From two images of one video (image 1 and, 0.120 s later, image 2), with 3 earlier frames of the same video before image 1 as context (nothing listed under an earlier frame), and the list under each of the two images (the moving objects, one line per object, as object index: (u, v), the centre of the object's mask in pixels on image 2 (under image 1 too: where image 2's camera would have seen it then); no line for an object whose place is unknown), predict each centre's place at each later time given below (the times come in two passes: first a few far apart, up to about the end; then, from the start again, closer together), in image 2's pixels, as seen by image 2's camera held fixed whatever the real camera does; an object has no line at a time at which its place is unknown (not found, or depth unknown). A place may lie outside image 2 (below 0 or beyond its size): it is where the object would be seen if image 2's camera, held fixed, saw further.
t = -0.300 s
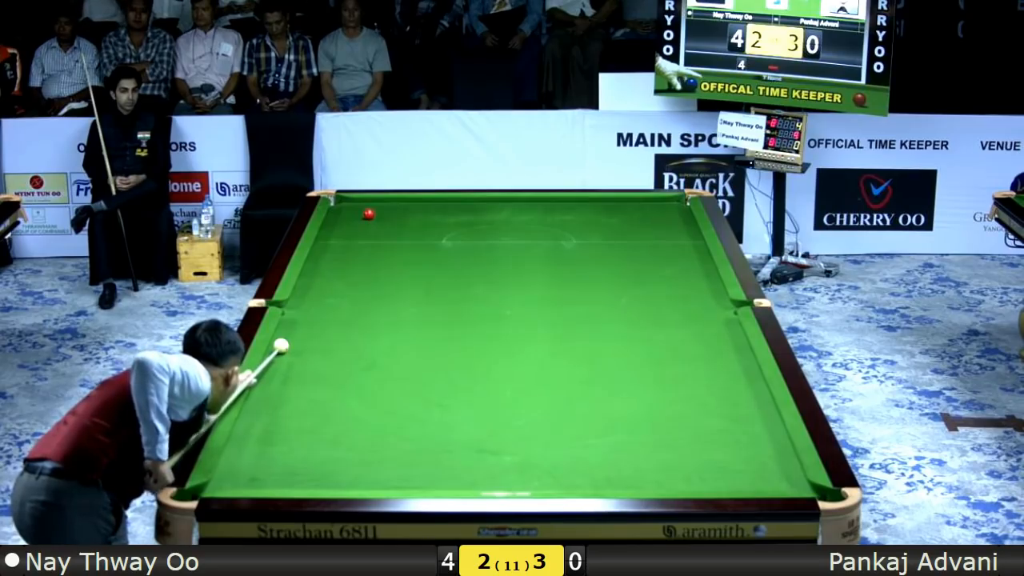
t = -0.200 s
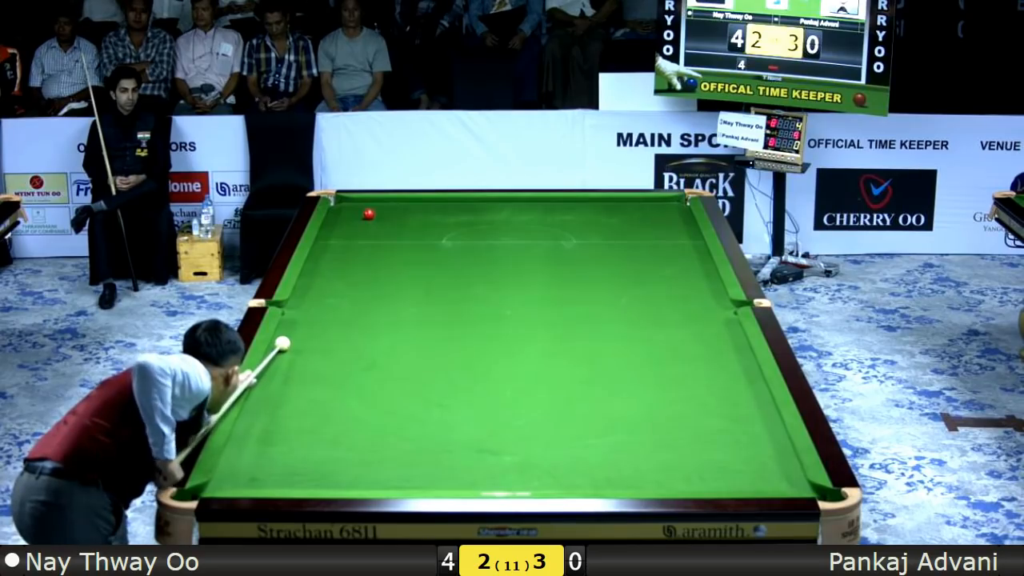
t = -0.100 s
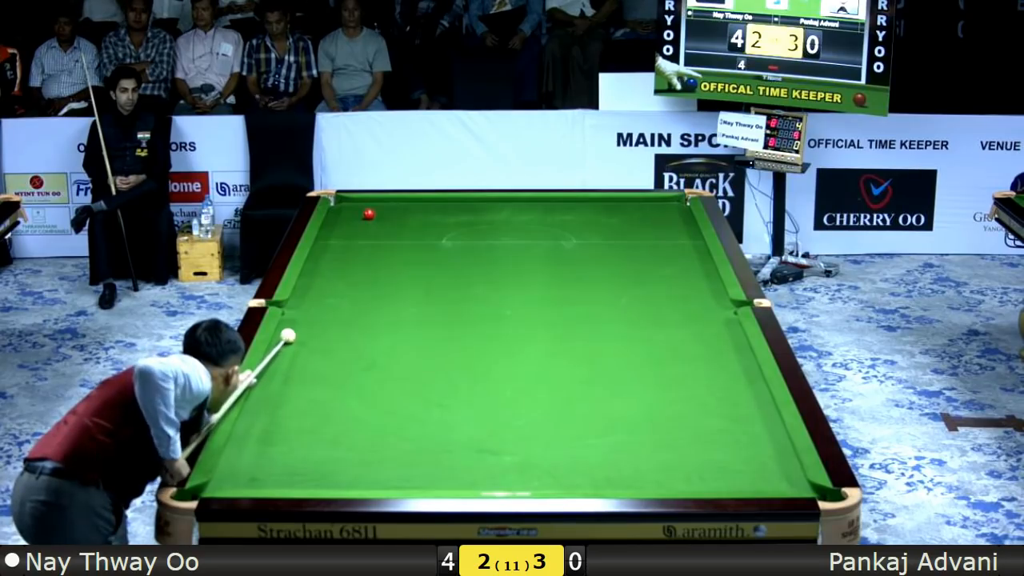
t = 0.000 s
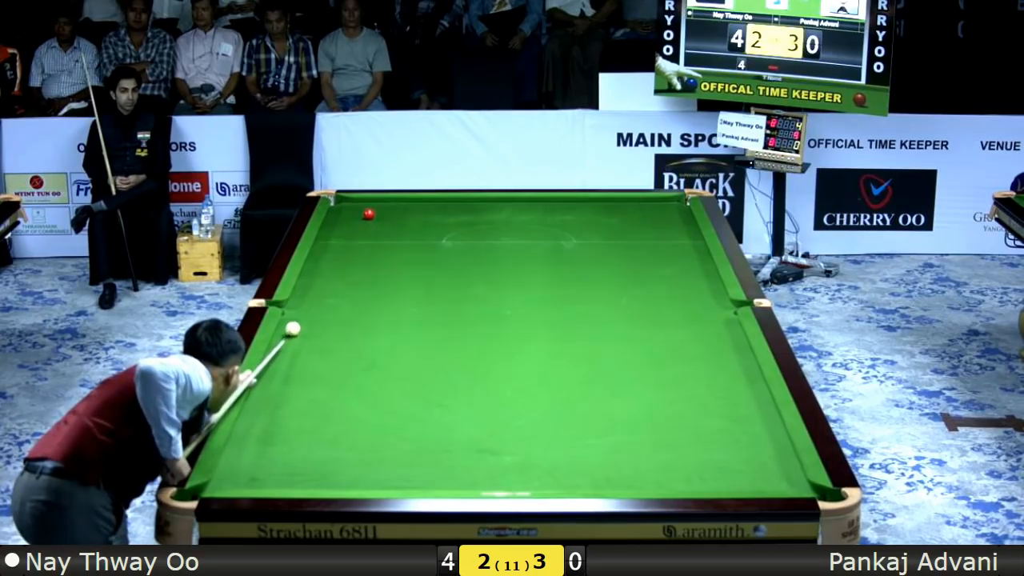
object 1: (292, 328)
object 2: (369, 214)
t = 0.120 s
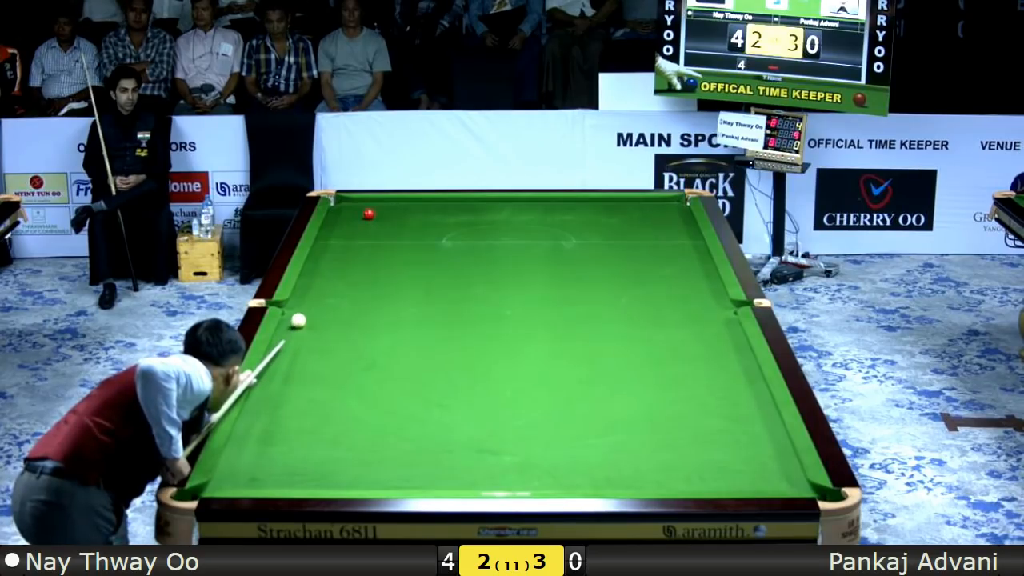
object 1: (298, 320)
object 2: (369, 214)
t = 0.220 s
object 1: (303, 314)
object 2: (368, 214)
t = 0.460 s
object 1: (313, 299)
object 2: (368, 214)
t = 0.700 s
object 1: (323, 285)
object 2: (368, 214)
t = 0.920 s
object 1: (331, 274)
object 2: (368, 214)
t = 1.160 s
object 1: (339, 263)
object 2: (368, 214)
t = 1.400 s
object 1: (347, 252)
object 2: (368, 214)
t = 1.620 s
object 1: (354, 243)
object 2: (368, 214)
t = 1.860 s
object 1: (361, 233)
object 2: (368, 214)
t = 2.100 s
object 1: (368, 225)
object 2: (369, 213)
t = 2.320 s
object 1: (374, 218)
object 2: (367, 213)
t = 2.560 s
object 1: (386, 212)
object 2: (364, 212)
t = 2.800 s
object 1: (399, 208)
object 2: (358, 210)
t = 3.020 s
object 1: (411, 203)
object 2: (353, 209)
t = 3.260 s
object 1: (423, 199)
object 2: (348, 207)
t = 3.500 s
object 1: (431, 200)
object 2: (344, 206)
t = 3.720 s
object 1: (437, 202)
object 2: (341, 204)
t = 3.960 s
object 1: (444, 204)
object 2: (338, 204)
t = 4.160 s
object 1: (449, 206)
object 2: (336, 203)
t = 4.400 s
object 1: (454, 207)
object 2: (337, 203)
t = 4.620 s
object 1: (459, 209)
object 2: (338, 203)
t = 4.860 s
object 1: (463, 210)
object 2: (339, 202)
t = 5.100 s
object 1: (466, 211)
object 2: (339, 202)
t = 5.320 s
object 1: (469, 212)
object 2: (339, 202)
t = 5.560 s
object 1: (471, 212)
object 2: (339, 202)
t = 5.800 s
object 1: (472, 212)
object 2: (339, 202)
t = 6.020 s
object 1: (472, 213)
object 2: (339, 202)
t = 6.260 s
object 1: (473, 213)
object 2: (339, 202)
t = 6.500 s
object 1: (473, 213)
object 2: (339, 202)
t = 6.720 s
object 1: (473, 213)
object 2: (339, 202)
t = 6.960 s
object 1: (473, 213)
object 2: (339, 202)
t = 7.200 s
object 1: (473, 213)
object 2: (339, 202)
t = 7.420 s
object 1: (473, 213)
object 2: (339, 202)
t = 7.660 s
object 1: (473, 213)
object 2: (339, 202)
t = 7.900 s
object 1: (473, 213)
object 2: (339, 202)
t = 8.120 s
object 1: (473, 213)
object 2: (339, 202)
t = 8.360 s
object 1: (473, 213)
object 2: (339, 202)
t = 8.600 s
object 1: (473, 213)
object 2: (339, 202)
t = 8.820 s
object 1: (473, 212)
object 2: (339, 202)
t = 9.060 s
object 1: (473, 213)
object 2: (339, 202)
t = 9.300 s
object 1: (473, 213)
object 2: (339, 202)
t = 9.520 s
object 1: (473, 213)
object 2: (339, 202)
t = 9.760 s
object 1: (473, 213)
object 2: (339, 202)
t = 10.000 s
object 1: (473, 213)
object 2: (339, 202)
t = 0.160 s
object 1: (300, 318)
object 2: (369, 214)
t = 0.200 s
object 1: (302, 315)
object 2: (368, 214)
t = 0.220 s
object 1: (303, 314)
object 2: (368, 214)
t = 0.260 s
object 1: (304, 311)
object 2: (368, 214)
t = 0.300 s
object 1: (306, 309)
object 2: (368, 214)
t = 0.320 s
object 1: (307, 307)
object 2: (368, 214)
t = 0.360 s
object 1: (309, 305)
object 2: (368, 214)
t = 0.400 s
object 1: (310, 302)
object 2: (368, 214)
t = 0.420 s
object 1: (311, 301)
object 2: (368, 214)
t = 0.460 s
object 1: (313, 299)
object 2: (368, 214)
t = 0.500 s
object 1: (315, 297)
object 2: (368, 214)
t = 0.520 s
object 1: (315, 296)
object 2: (368, 214)
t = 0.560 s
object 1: (317, 293)
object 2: (368, 214)
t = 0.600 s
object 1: (318, 291)
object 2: (368, 214)
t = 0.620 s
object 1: (319, 290)
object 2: (368, 214)
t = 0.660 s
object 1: (321, 288)
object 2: (368, 214)
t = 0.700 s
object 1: (323, 285)
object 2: (368, 214)
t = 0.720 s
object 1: (324, 284)
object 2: (368, 214)
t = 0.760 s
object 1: (325, 282)
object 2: (368, 214)
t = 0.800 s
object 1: (326, 280)
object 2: (368, 214)
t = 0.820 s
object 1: (327, 279)
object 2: (368, 214)
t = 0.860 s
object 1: (329, 277)
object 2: (368, 214)
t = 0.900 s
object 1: (330, 275)
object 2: (368, 214)
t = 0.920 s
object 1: (331, 274)
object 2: (368, 214)
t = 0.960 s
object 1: (332, 272)
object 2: (368, 214)
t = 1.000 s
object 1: (334, 270)
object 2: (368, 214)
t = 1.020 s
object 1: (334, 269)
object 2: (368, 214)
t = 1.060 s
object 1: (336, 267)
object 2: (368, 214)
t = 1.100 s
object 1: (337, 265)
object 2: (368, 214)
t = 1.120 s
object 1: (338, 265)
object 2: (368, 214)
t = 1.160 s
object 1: (339, 263)
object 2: (368, 214)
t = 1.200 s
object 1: (341, 261)
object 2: (368, 214)
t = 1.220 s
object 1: (341, 260)
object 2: (368, 214)
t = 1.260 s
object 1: (343, 258)
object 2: (368, 214)
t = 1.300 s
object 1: (344, 256)
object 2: (368, 214)
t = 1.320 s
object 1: (345, 255)
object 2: (368, 214)
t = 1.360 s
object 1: (346, 254)
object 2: (368, 214)
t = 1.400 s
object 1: (347, 252)
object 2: (368, 214)
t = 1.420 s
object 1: (348, 251)
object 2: (368, 214)
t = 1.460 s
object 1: (349, 249)
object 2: (368, 214)
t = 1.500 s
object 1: (350, 248)
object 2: (368, 214)
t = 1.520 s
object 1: (351, 247)
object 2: (368, 214)
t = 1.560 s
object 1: (352, 245)
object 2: (368, 214)
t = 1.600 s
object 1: (353, 244)
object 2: (368, 214)
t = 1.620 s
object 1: (354, 243)
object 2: (368, 214)
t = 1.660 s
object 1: (355, 241)
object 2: (368, 214)
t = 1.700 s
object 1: (356, 240)
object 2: (368, 214)
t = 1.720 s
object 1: (357, 239)
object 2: (369, 214)
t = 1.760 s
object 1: (358, 237)
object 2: (368, 214)
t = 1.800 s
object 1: (359, 236)
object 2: (368, 214)
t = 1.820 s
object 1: (360, 235)
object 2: (368, 214)
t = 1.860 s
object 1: (361, 233)
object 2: (368, 214)
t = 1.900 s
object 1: (362, 232)
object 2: (369, 214)
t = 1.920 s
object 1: (363, 231)
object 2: (369, 214)
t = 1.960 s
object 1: (364, 230)
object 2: (368, 214)
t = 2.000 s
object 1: (365, 228)
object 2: (369, 214)
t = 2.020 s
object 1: (366, 228)
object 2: (369, 214)
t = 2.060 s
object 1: (367, 226)
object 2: (369, 214)
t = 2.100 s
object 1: (368, 225)
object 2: (369, 213)
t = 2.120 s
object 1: (368, 224)
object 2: (369, 213)
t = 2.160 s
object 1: (370, 223)
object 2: (369, 213)
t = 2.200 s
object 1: (371, 222)
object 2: (369, 212)
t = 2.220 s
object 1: (371, 221)
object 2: (368, 212)
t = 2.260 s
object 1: (372, 220)
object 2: (368, 212)
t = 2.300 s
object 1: (373, 219)
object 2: (367, 212)
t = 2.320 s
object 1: (374, 218)
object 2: (367, 213)
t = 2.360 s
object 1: (375, 217)
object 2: (367, 213)
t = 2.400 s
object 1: (377, 215)
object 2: (367, 213)
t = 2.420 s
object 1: (378, 215)
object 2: (367, 213)
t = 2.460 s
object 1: (380, 214)
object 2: (366, 213)
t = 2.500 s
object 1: (383, 213)
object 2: (365, 212)
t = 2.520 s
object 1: (384, 213)
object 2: (365, 212)
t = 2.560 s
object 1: (386, 212)
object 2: (364, 212)
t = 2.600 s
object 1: (388, 211)
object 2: (363, 212)
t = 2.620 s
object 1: (390, 211)
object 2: (362, 212)
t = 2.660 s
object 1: (392, 210)
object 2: (361, 211)
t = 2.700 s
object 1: (394, 209)
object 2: (360, 211)
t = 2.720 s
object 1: (395, 209)
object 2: (360, 211)
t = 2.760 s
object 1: (397, 208)
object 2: (359, 211)
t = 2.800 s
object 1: (399, 208)
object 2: (358, 210)
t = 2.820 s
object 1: (400, 207)
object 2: (357, 210)
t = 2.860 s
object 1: (403, 206)
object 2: (356, 210)
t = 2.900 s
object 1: (405, 206)
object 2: (355, 210)
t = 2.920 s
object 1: (406, 205)
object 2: (355, 209)
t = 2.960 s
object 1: (408, 205)
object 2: (354, 209)
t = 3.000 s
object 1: (410, 204)
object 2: (353, 209)
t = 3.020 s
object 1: (411, 203)
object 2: (353, 209)
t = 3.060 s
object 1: (413, 203)
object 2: (352, 208)
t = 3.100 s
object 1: (415, 202)
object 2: (351, 208)
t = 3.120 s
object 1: (416, 202)
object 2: (351, 208)
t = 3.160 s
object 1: (418, 201)
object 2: (350, 208)
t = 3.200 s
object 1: (420, 200)
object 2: (350, 207)
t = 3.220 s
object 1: (421, 200)
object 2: (349, 207)
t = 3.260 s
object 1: (423, 199)
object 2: (348, 207)
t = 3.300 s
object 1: (425, 199)
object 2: (348, 207)
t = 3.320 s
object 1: (425, 199)
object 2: (347, 207)
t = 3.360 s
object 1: (427, 199)
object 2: (346, 207)
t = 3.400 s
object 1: (428, 200)
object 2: (346, 206)
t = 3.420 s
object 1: (429, 200)
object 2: (346, 206)
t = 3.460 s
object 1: (430, 200)
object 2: (345, 206)
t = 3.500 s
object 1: (431, 200)
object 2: (344, 206)
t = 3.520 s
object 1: (431, 201)
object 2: (344, 206)
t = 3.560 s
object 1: (433, 201)
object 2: (343, 205)
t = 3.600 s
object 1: (434, 201)
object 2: (343, 205)
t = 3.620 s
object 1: (434, 201)
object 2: (343, 205)
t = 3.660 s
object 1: (436, 202)
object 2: (342, 205)
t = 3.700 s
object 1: (437, 202)
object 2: (341, 205)
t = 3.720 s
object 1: (437, 202)
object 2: (341, 204)
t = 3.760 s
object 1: (438, 203)
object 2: (340, 204)
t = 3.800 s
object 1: (439, 203)
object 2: (340, 204)
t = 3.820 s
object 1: (440, 203)
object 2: (340, 204)
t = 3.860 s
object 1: (441, 203)
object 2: (339, 204)
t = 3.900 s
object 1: (442, 204)
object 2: (339, 204)
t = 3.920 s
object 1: (443, 204)
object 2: (339, 204)
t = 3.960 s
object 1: (444, 204)
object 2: (338, 204)
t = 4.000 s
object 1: (445, 205)
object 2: (338, 204)
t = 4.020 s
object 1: (445, 205)
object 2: (338, 203)
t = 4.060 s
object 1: (446, 205)
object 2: (337, 203)
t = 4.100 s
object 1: (447, 205)
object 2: (337, 203)
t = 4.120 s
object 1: (448, 205)
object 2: (337, 203)
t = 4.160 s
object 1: (449, 206)
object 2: (336, 203)
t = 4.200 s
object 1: (450, 206)
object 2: (336, 203)
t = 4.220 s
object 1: (450, 206)
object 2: (336, 203)
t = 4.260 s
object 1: (451, 206)
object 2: (337, 203)
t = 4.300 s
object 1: (452, 207)
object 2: (337, 203)
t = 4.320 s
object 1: (452, 207)
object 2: (337, 203)
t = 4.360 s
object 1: (453, 207)
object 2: (337, 203)
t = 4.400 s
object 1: (454, 207)
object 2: (337, 203)
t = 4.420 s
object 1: (455, 207)
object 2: (338, 203)
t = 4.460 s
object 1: (456, 208)
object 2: (338, 203)
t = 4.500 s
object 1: (456, 208)
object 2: (338, 203)
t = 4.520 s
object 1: (457, 208)
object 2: (338, 203)
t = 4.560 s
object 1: (458, 208)
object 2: (338, 203)
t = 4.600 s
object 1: (458, 208)
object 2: (338, 203)
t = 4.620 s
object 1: (459, 209)
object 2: (338, 203)
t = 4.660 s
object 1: (460, 209)
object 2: (338, 203)
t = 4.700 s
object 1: (460, 209)
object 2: (339, 203)
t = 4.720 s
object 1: (461, 209)
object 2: (339, 202)
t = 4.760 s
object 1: (461, 209)
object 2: (339, 202)
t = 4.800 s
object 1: (462, 209)
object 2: (339, 202)
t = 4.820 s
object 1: (462, 210)
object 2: (339, 202)
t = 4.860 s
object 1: (463, 210)
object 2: (339, 202)
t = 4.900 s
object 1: (463, 210)
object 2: (339, 202)
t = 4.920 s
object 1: (464, 210)
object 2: (339, 202)
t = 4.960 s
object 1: (464, 210)
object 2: (339, 202)
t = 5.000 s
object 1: (465, 211)
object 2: (339, 202)
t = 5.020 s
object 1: (465, 211)
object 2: (339, 202)
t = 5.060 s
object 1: (466, 211)
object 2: (339, 202)
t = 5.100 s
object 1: (466, 211)
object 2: (339, 202)
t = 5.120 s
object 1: (466, 211)
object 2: (339, 202)
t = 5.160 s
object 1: (467, 211)
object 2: (339, 202)
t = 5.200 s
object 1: (467, 211)
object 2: (339, 202)
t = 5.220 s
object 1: (468, 211)
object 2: (339, 202)
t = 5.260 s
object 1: (468, 211)
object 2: (339, 202)
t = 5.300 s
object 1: (469, 212)
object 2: (339, 202)
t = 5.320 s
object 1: (469, 212)
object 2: (339, 202)
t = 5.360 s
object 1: (469, 212)
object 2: (339, 202)
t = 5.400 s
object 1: (470, 212)
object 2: (339, 202)
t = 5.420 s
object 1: (470, 212)
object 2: (339, 202)
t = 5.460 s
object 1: (470, 212)
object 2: (339, 202)
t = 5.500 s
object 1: (470, 212)
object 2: (339, 202)
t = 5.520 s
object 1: (471, 212)
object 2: (339, 202)
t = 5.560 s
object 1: (471, 212)
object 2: (339, 202)
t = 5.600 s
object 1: (471, 212)
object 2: (339, 202)
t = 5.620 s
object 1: (471, 212)
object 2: (339, 202)
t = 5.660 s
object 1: (471, 212)
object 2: (339, 202)
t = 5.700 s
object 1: (472, 212)
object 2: (339, 202)
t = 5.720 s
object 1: (472, 212)
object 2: (339, 202)
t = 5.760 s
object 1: (472, 212)
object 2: (339, 202)
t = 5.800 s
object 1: (472, 212)
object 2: (339, 202)
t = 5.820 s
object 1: (472, 212)
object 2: (339, 202)
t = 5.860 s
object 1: (472, 212)
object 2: (339, 202)
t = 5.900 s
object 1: (472, 212)
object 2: (339, 202)
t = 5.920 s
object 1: (472, 212)
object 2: (339, 202)
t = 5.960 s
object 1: (472, 212)
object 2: (339, 202)
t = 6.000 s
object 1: (472, 212)
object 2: (339, 202)
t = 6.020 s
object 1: (472, 213)
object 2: (339, 202)
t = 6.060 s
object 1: (473, 213)
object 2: (339, 202)
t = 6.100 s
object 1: (473, 212)
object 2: (339, 202)
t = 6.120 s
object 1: (473, 212)
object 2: (339, 202)
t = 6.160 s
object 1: (473, 213)
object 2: (339, 202)
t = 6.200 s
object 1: (473, 213)
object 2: (339, 202)
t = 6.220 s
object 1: (473, 213)
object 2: (339, 202)
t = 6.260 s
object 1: (473, 213)
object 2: (339, 202)
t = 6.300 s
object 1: (473, 213)
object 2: (339, 202)
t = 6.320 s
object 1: (473, 213)
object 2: (339, 202)
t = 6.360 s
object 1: (473, 213)
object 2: (339, 202)
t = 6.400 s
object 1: (473, 213)
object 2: (339, 202)
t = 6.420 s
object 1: (473, 213)
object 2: (339, 202)
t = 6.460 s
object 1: (473, 213)
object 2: (339, 202)
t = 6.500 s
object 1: (473, 213)
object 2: (339, 202)
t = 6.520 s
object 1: (473, 213)
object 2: (339, 202)
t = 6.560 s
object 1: (473, 213)
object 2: (339, 202)
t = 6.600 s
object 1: (473, 213)
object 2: (339, 202)
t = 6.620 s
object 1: (473, 213)
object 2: (339, 202)
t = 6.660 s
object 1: (473, 213)
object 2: (339, 202)
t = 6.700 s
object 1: (473, 213)
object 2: (339, 202)
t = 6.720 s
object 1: (473, 213)
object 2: (339, 202)
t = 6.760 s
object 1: (473, 213)
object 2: (339, 202)
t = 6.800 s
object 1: (473, 213)
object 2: (339, 202)
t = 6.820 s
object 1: (473, 213)
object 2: (339, 202)
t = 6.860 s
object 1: (473, 213)
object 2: (339, 202)
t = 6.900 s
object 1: (473, 213)
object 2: (339, 202)
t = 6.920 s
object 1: (473, 213)
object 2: (339, 202)
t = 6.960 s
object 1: (473, 213)
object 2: (339, 202)
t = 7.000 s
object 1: (473, 213)
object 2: (339, 202)
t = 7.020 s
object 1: (473, 213)
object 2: (339, 202)
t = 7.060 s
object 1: (473, 213)
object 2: (339, 202)
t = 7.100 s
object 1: (473, 213)
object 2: (339, 202)
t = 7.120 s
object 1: (473, 213)
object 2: (339, 202)
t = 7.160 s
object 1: (473, 213)
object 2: (339, 202)
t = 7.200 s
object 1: (473, 213)
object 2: (339, 202)
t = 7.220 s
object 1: (473, 213)
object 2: (339, 202)
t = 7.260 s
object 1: (473, 213)
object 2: (339, 202)
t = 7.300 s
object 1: (473, 213)
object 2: (339, 202)
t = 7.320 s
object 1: (473, 213)
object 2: (339, 202)
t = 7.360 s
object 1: (473, 213)
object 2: (339, 202)
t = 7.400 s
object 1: (473, 213)
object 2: (339, 202)
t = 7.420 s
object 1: (473, 213)
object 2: (339, 202)
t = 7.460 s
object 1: (473, 213)
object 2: (339, 202)
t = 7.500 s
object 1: (473, 213)
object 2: (339, 202)
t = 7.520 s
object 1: (473, 213)
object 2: (339, 202)
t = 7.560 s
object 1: (473, 213)
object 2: (339, 202)
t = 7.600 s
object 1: (473, 213)
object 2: (339, 202)
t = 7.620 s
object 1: (473, 213)
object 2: (339, 202)
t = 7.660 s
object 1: (473, 213)
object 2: (339, 202)
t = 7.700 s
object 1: (473, 213)
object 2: (339, 202)
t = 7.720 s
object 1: (473, 213)
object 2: (339, 202)
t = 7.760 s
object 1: (473, 213)
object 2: (339, 202)
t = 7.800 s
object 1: (473, 213)
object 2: (339, 202)
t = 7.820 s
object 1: (473, 213)
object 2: (339, 202)
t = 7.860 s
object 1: (473, 213)
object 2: (339, 202)
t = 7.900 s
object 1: (473, 213)
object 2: (339, 202)
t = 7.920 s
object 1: (473, 213)
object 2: (339, 202)
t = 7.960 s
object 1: (473, 213)
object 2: (339, 202)
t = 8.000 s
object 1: (473, 213)
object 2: (339, 202)
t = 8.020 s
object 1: (473, 213)
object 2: (339, 202)
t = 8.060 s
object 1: (473, 213)
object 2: (339, 202)
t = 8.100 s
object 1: (473, 213)
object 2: (339, 202)
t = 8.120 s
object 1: (473, 213)
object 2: (339, 202)
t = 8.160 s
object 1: (473, 213)
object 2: (339, 202)
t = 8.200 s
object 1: (473, 213)
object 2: (339, 202)
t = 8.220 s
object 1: (473, 213)
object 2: (339, 202)
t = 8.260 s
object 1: (473, 213)
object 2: (339, 202)
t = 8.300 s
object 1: (473, 213)
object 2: (339, 202)
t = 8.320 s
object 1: (473, 213)
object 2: (339, 202)
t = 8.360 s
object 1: (473, 213)
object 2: (339, 202)
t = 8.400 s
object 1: (473, 213)
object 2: (339, 202)
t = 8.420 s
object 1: (473, 213)
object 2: (339, 202)
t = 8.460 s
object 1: (473, 213)
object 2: (339, 202)
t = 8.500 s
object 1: (473, 213)
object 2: (339, 202)
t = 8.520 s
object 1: (473, 213)
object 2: (339, 202)
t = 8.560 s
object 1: (473, 213)
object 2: (339, 202)
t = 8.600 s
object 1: (473, 213)
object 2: (339, 202)
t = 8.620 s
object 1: (473, 213)
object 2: (339, 202)
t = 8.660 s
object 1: (473, 213)
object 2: (339, 202)
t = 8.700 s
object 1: (473, 213)
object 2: (339, 202)
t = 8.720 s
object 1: (473, 213)
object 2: (339, 202)
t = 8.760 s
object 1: (473, 212)
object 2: (339, 202)
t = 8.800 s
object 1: (473, 213)
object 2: (339, 202)
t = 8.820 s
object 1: (473, 212)
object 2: (339, 202)
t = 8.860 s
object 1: (473, 213)
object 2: (339, 202)
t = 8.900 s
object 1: (473, 213)
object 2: (339, 202)
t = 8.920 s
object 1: (473, 213)
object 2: (339, 202)
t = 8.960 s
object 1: (473, 213)
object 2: (339, 202)
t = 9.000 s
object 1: (473, 213)
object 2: (339, 202)
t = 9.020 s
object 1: (473, 213)
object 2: (339, 202)
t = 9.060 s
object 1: (473, 213)
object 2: (339, 202)
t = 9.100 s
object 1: (473, 213)
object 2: (339, 202)
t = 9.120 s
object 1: (473, 213)
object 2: (339, 202)
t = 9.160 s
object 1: (473, 213)
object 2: (339, 202)
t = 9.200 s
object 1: (473, 213)
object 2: (339, 202)
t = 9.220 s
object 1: (473, 213)
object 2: (339, 202)
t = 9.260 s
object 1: (473, 213)
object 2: (339, 202)
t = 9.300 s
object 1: (473, 213)
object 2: (339, 202)
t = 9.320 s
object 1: (473, 213)
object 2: (339, 202)
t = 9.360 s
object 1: (473, 213)
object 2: (339, 202)
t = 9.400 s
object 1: (473, 213)
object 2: (339, 202)
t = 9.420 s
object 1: (473, 213)
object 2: (339, 202)
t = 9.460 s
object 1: (473, 213)
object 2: (339, 202)
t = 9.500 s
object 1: (473, 213)
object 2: (339, 202)
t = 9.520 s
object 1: (473, 213)
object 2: (339, 202)
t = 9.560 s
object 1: (473, 213)
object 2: (339, 202)
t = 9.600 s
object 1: (473, 213)
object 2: (339, 202)
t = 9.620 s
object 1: (473, 213)
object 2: (339, 202)
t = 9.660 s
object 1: (473, 213)
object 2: (339, 202)
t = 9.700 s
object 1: (473, 213)
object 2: (339, 202)
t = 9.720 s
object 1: (473, 213)
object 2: (339, 202)
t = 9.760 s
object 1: (473, 213)
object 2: (339, 202)
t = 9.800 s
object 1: (473, 213)
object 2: (339, 202)
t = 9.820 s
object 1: (473, 213)
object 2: (339, 202)
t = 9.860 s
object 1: (473, 213)
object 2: (339, 202)
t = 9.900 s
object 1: (473, 213)
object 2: (339, 202)
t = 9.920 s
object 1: (473, 213)
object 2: (339, 202)
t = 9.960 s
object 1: (473, 213)
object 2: (339, 202)
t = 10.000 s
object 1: (473, 213)
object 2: (339, 202)
